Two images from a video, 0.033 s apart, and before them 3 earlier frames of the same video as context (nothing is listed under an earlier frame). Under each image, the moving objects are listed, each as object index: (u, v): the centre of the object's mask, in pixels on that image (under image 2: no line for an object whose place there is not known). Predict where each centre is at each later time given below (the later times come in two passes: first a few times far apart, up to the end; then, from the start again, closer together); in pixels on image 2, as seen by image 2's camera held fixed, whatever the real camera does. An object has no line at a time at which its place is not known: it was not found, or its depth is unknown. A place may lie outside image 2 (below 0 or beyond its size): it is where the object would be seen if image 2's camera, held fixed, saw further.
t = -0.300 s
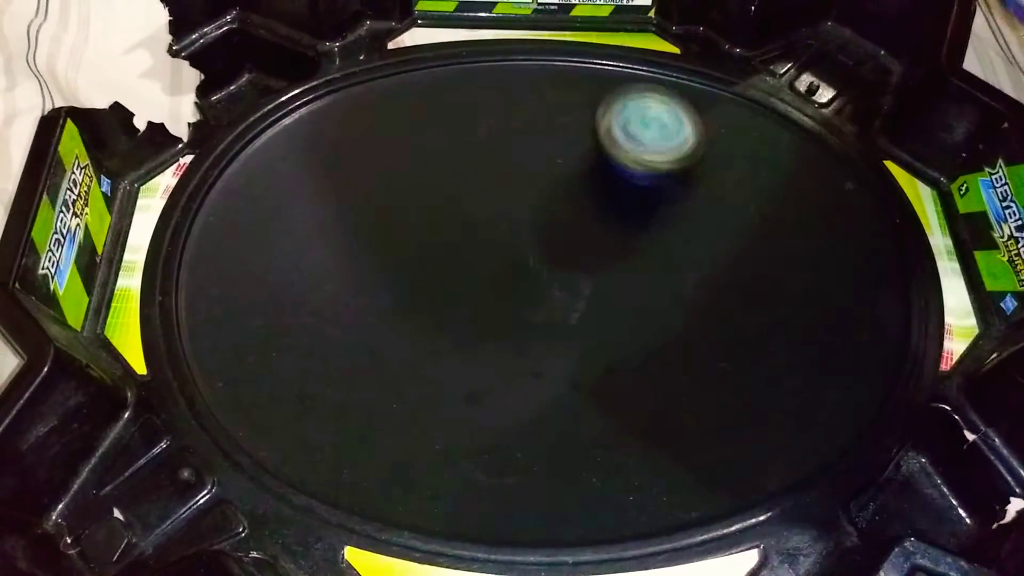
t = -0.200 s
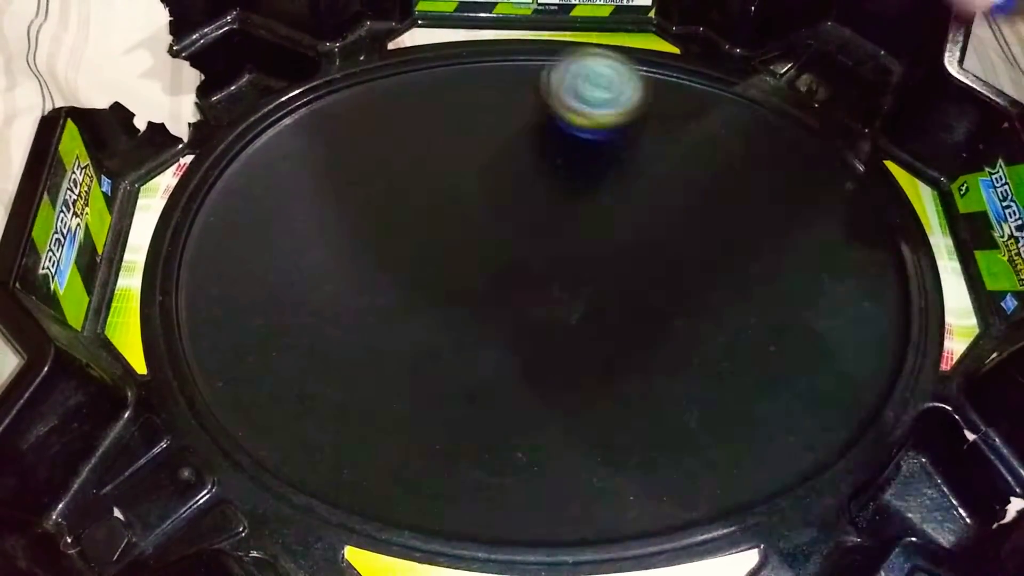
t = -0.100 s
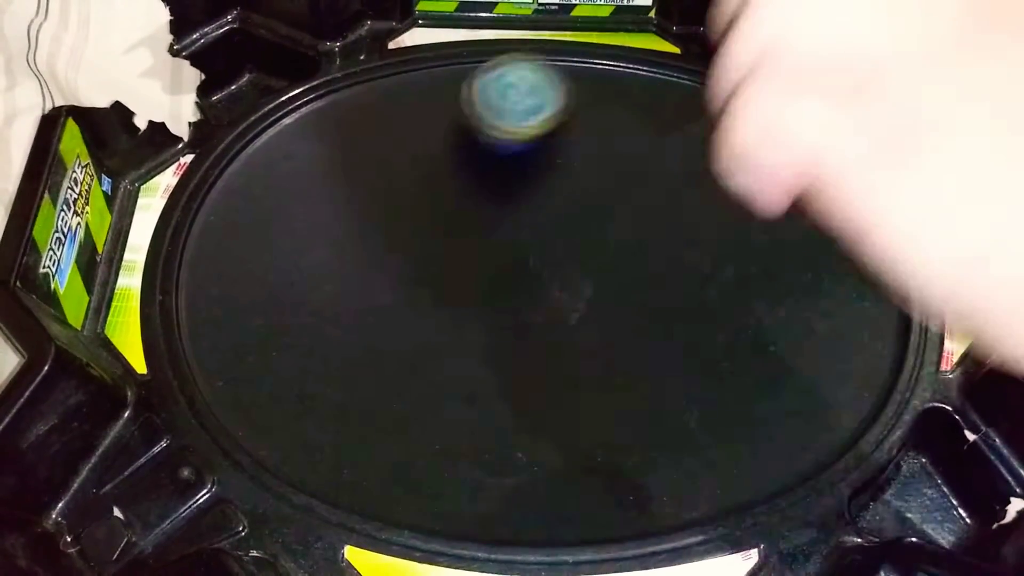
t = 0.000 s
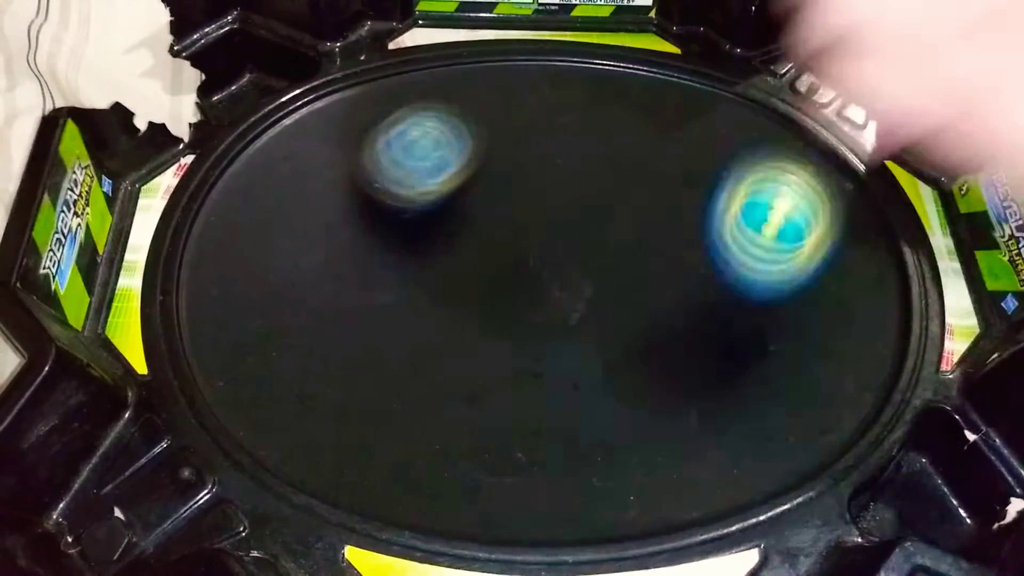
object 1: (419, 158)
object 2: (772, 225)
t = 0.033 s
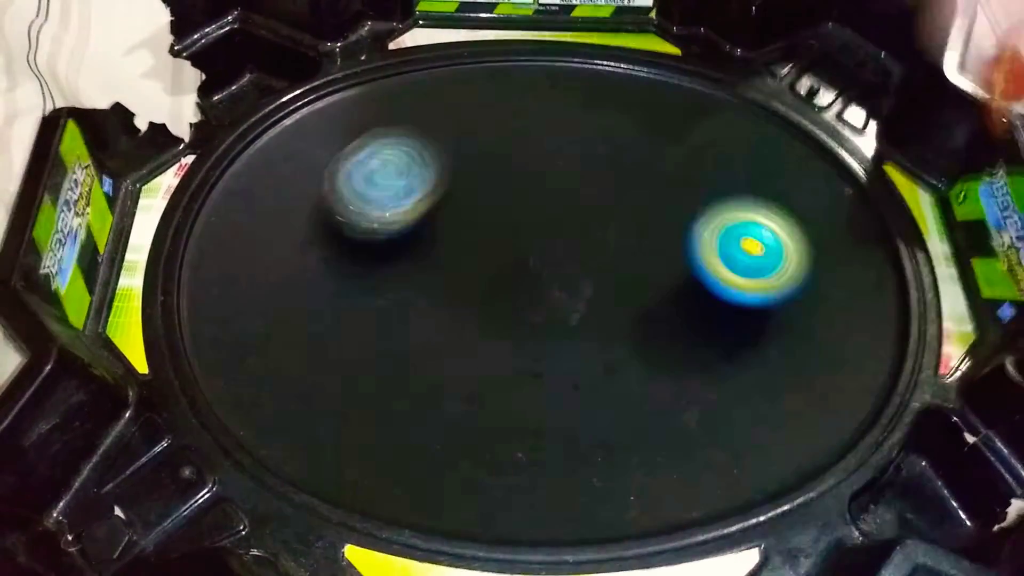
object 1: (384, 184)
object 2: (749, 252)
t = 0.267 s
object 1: (290, 431)
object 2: (536, 145)
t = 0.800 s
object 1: (727, 129)
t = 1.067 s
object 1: (460, 97)
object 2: (714, 67)
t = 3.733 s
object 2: (895, 150)
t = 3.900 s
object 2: (561, 117)
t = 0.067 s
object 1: (350, 214)
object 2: (729, 237)
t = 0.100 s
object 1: (320, 249)
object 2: (706, 227)
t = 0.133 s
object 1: (296, 285)
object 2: (680, 212)
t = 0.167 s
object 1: (280, 325)
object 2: (651, 196)
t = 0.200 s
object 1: (274, 365)
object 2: (618, 178)
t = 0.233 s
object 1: (277, 400)
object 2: (579, 160)
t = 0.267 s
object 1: (290, 431)
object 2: (536, 145)
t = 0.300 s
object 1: (313, 458)
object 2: (487, 134)
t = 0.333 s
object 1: (346, 470)
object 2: (434, 130)
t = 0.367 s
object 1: (391, 471)
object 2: (378, 134)
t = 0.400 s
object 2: (320, 149)
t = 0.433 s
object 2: (258, 173)
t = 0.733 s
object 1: (745, 182)
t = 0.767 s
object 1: (740, 153)
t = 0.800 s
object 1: (727, 129)
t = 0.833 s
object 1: (707, 106)
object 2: (823, 441)
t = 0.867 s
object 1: (685, 91)
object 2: (884, 392)
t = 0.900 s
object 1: (656, 80)
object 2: (911, 333)
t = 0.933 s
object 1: (622, 72)
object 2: (906, 263)
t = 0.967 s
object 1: (586, 67)
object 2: (890, 199)
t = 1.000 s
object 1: (545, 73)
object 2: (850, 142)
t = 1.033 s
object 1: (503, 84)
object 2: (785, 96)
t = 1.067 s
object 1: (460, 97)
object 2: (714, 67)
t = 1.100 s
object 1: (415, 117)
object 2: (632, 53)
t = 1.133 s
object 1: (364, 149)
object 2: (535, 49)
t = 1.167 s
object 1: (319, 183)
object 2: (436, 52)
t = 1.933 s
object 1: (472, 159)
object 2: (783, 41)
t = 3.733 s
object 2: (895, 150)
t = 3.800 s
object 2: (761, 120)
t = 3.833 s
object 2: (698, 111)
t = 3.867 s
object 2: (628, 112)
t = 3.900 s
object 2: (561, 117)
